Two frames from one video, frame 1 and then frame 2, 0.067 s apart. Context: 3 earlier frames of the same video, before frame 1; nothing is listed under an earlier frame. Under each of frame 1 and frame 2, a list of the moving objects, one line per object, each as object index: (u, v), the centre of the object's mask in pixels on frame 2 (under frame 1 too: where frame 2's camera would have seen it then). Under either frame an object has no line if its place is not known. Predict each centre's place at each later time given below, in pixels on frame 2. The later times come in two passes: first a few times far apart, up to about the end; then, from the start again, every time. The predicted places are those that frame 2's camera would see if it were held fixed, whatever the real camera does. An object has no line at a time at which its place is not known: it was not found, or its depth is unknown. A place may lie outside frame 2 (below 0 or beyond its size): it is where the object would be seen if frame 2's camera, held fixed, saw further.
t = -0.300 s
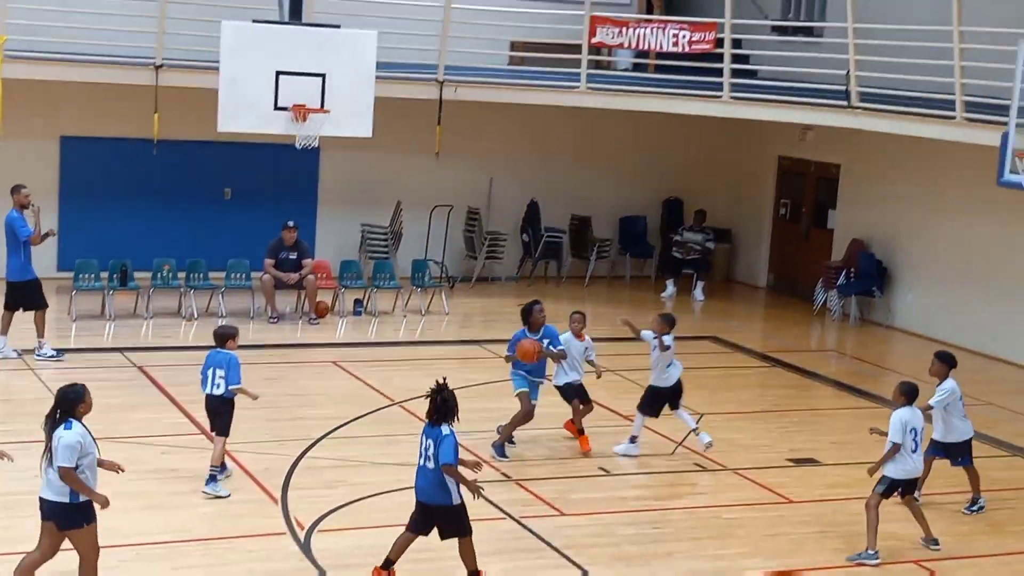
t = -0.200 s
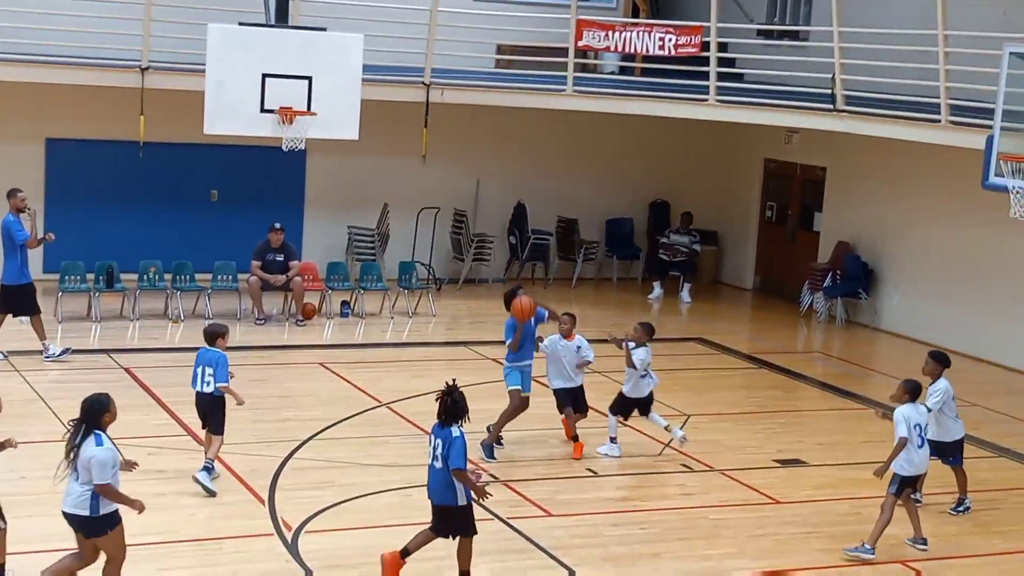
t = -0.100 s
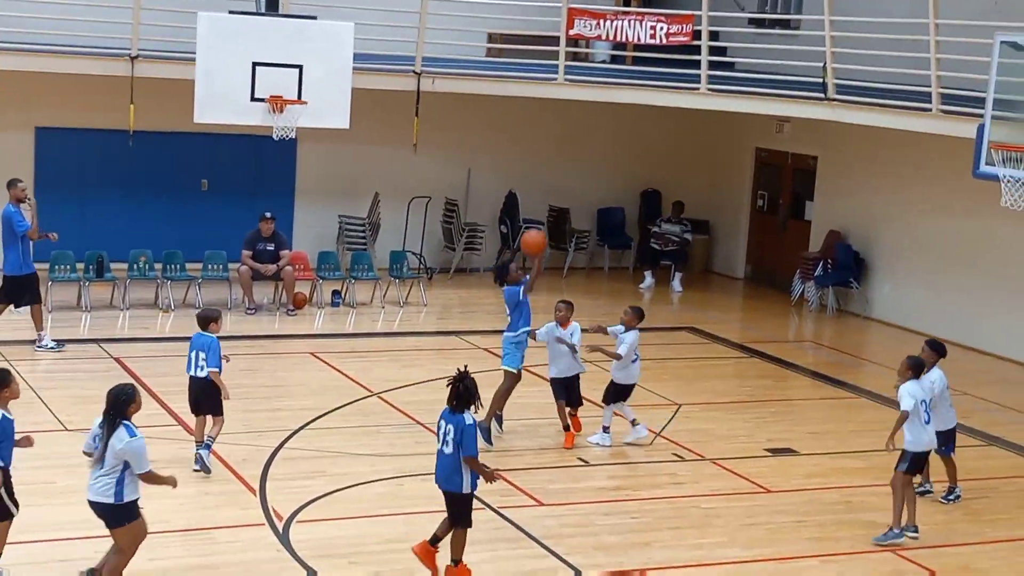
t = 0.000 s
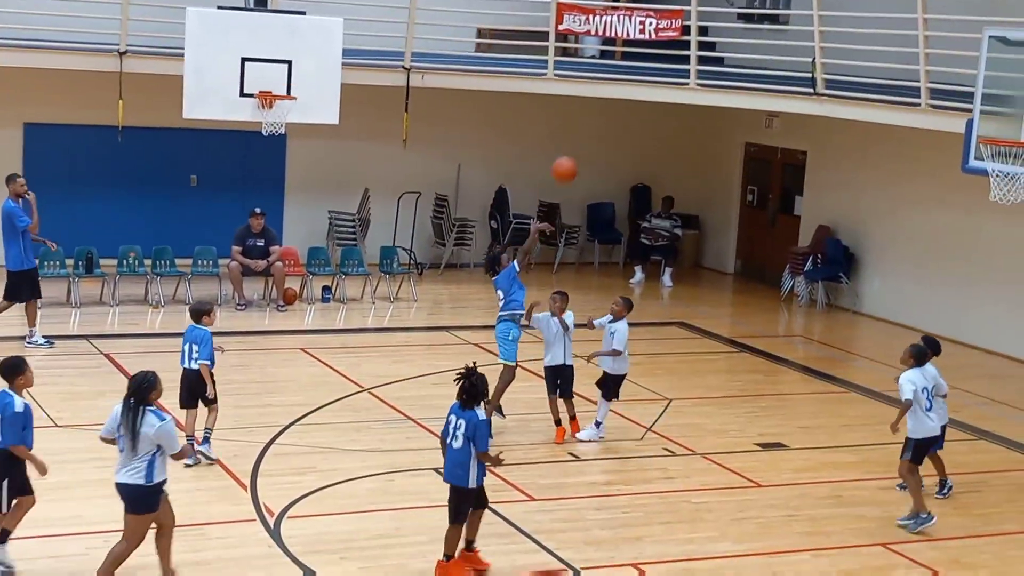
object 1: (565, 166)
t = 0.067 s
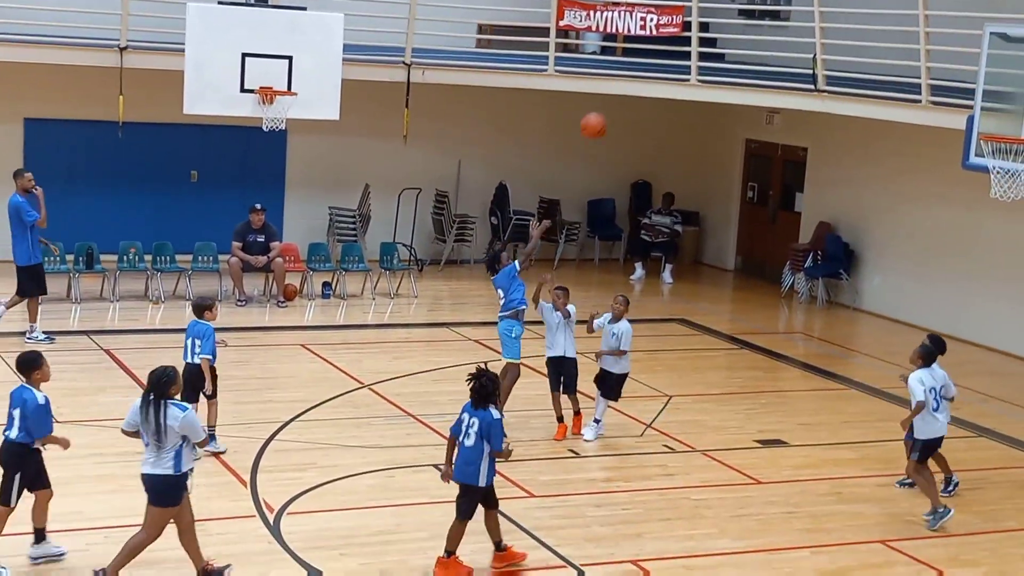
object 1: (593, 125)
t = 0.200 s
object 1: (651, 59)
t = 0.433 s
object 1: (752, -14)
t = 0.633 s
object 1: (832, -24)
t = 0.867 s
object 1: (922, 24)
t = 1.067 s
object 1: (993, 116)
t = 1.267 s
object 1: (974, 171)
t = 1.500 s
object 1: (901, 261)
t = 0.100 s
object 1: (608, 107)
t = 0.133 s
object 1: (622, 91)
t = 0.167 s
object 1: (637, 74)
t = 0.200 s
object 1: (651, 59)
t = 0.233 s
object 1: (665, 46)
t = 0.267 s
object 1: (680, 34)
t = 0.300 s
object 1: (694, 21)
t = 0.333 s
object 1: (709, 11)
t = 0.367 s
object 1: (723, 1)
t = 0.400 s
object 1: (738, -7)
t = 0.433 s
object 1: (752, -14)
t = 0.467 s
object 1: (765, -18)
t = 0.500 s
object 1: (779, -22)
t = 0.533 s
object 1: (793, -25)
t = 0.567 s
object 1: (806, -26)
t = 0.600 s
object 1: (819, -26)
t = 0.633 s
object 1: (832, -24)
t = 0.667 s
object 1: (846, -21)
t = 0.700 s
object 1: (859, -17)
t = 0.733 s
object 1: (871, -11)
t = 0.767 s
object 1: (884, -4)
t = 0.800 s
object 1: (897, 3)
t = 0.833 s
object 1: (910, 13)
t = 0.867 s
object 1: (922, 24)
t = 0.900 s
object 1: (934, 36)
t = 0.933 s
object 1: (947, 50)
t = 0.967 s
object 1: (958, 64)
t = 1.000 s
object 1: (970, 80)
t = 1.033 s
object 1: (983, 97)
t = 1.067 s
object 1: (993, 116)
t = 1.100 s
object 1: (1005, 128)
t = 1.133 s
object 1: (1010, 133)
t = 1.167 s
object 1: (1004, 152)
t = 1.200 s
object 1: (984, 157)
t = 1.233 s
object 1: (981, 165)
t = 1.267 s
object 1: (974, 171)
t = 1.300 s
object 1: (964, 180)
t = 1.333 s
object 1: (953, 191)
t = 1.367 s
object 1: (943, 203)
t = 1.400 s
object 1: (932, 216)
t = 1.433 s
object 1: (922, 229)
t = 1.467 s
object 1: (911, 245)
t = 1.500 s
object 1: (901, 261)
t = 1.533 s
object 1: (890, 279)
